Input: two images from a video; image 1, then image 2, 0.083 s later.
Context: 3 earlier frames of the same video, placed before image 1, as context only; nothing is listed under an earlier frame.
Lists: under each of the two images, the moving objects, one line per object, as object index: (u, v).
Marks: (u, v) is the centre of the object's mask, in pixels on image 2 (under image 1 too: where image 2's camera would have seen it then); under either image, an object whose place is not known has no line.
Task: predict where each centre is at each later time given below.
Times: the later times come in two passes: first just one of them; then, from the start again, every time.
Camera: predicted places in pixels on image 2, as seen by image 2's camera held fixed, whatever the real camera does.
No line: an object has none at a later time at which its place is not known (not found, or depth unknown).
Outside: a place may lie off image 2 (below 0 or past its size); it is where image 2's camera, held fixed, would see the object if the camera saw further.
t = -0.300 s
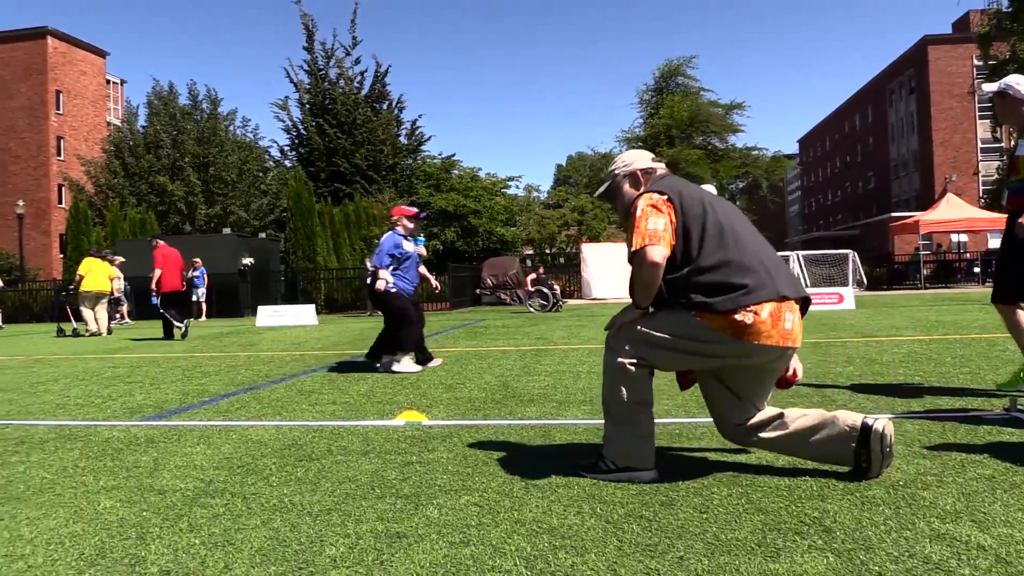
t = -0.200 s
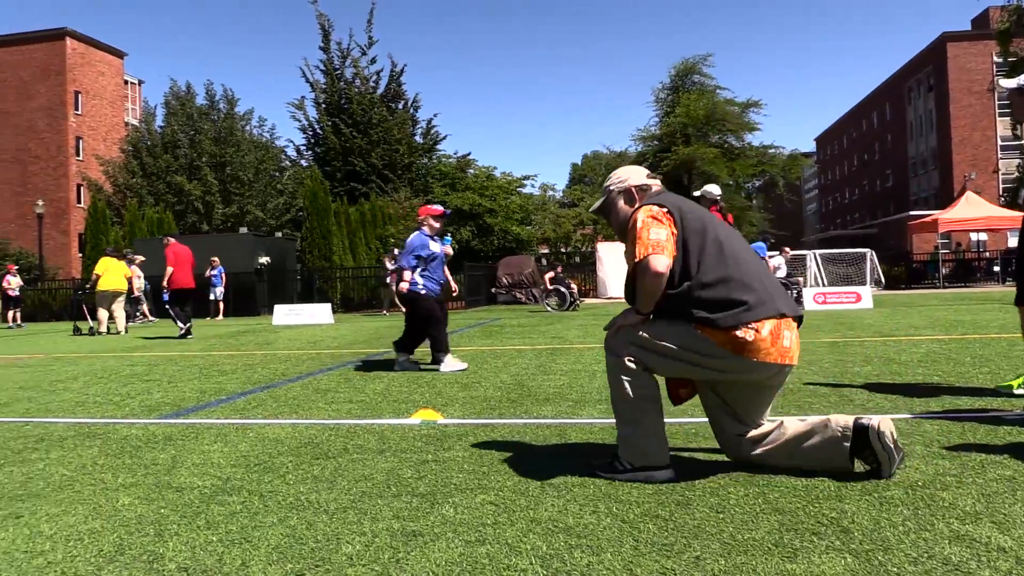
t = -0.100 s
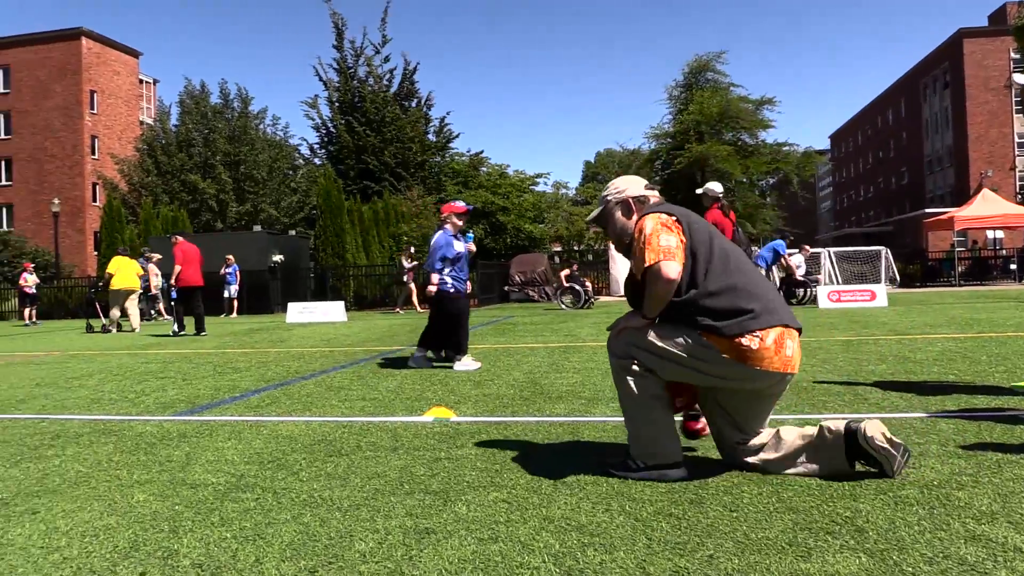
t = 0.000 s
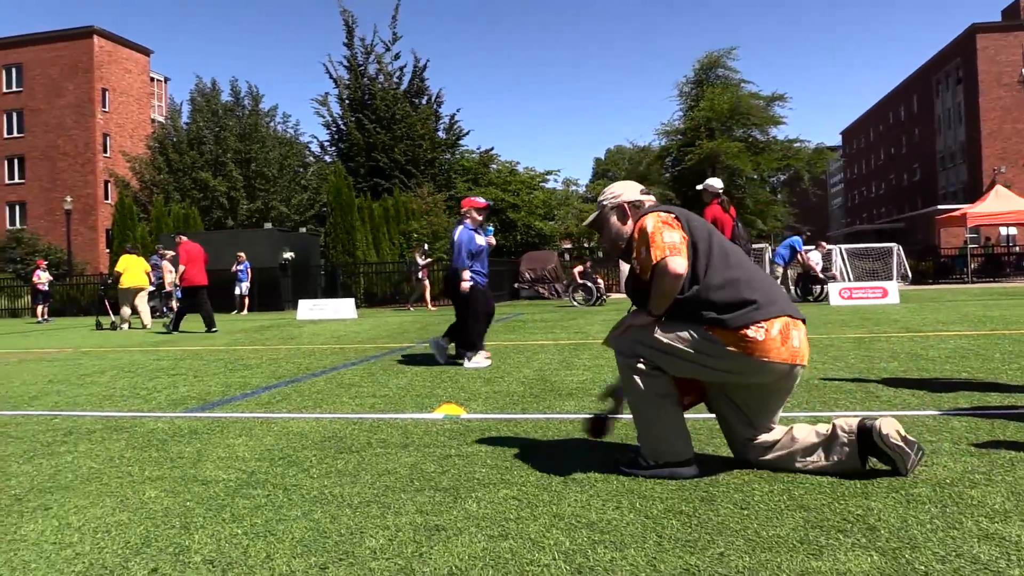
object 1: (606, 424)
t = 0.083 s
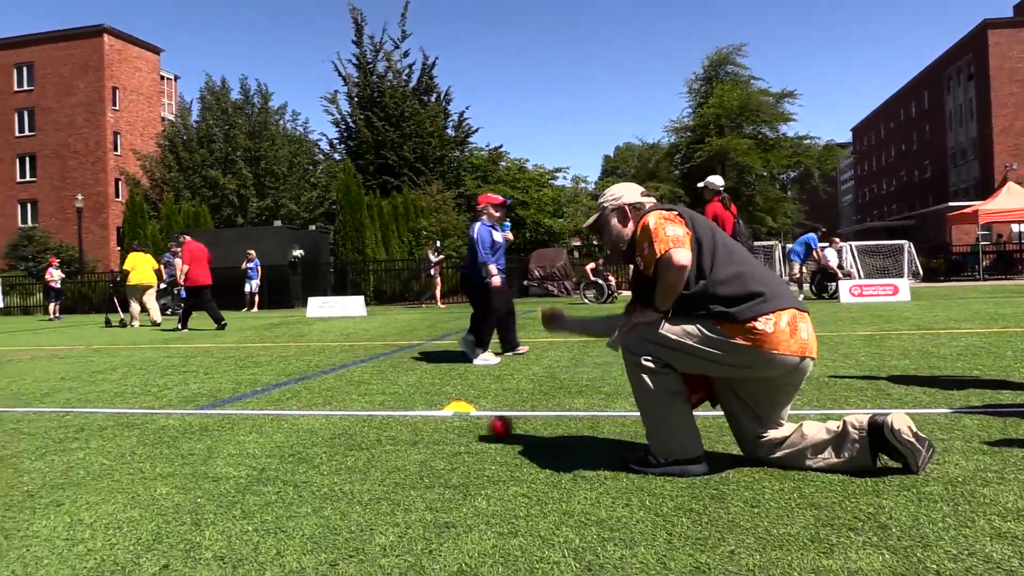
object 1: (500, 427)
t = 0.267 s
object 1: (325, 416)
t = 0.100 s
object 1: (481, 429)
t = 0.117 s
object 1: (462, 430)
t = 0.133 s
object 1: (446, 427)
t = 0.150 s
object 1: (430, 423)
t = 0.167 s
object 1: (415, 421)
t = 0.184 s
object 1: (399, 418)
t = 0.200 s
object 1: (383, 417)
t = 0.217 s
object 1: (369, 415)
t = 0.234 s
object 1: (354, 415)
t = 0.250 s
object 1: (339, 415)
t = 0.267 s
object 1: (325, 416)
